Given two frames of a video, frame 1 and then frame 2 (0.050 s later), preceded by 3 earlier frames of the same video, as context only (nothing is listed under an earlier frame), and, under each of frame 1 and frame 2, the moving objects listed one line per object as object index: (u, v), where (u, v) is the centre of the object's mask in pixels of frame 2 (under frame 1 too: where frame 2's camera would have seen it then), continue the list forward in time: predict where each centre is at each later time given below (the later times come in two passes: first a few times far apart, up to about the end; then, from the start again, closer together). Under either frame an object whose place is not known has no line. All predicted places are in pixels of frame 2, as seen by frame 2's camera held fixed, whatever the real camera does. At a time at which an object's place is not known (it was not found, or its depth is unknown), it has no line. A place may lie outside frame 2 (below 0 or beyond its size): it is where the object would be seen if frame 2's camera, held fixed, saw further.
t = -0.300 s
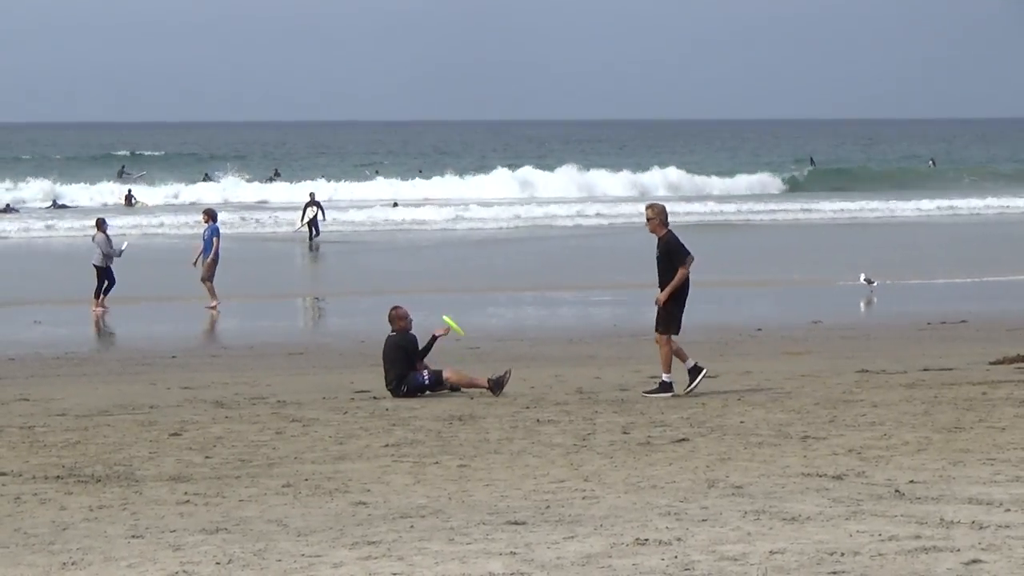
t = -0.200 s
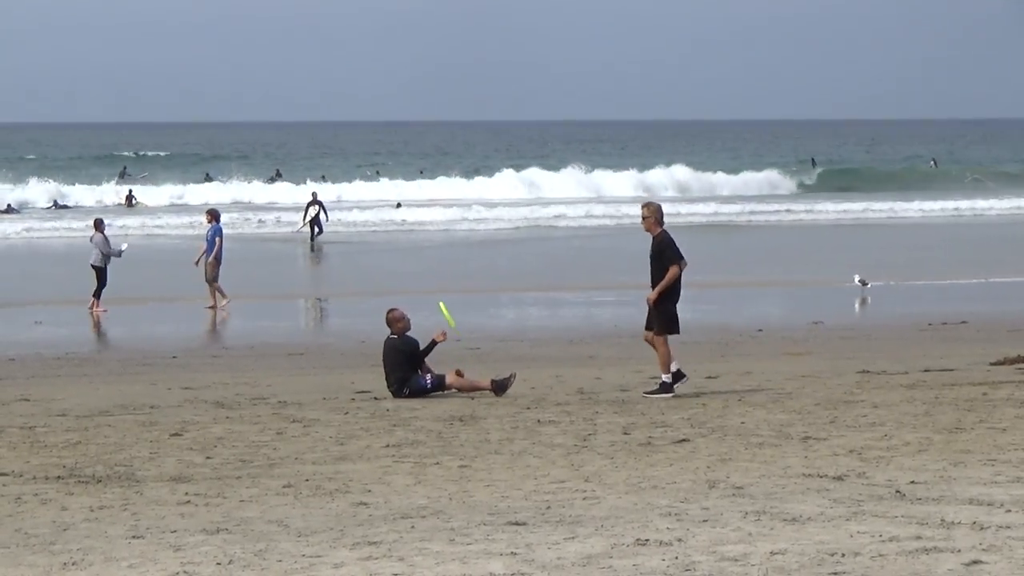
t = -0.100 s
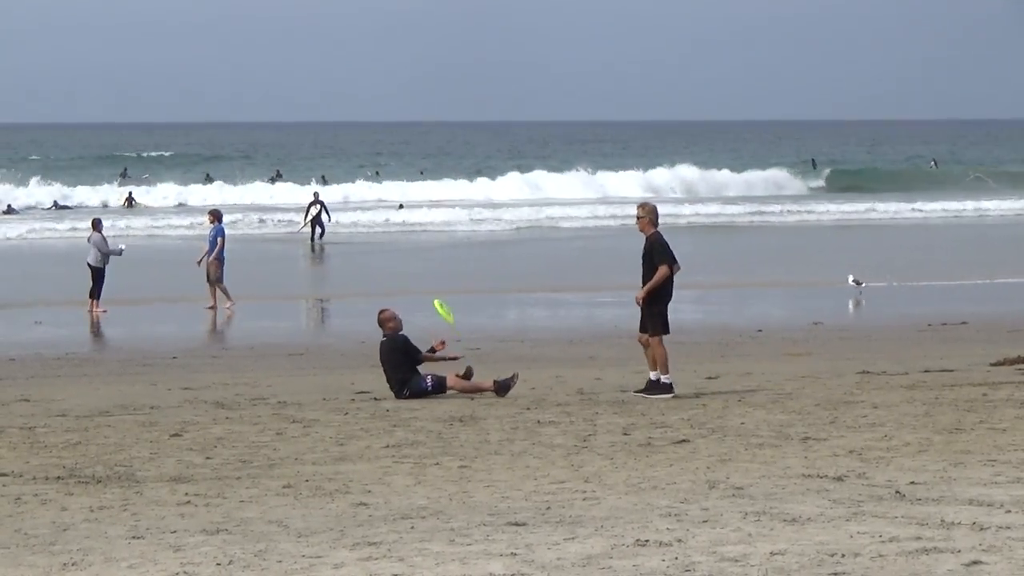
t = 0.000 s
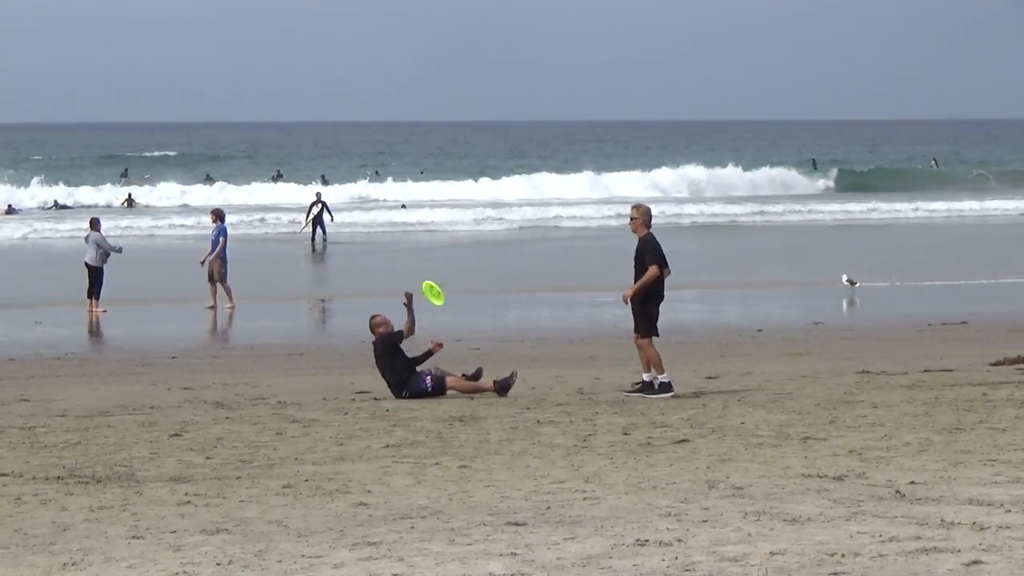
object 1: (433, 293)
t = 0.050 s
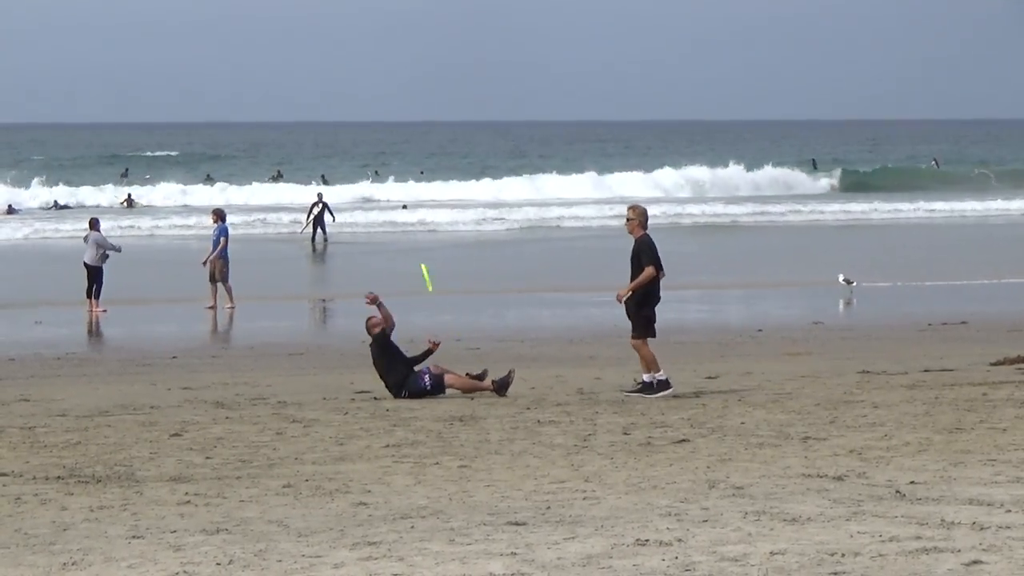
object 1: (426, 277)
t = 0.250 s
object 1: (415, 232)
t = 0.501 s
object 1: (430, 217)
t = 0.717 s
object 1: (460, 244)
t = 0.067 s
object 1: (424, 273)
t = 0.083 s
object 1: (422, 268)
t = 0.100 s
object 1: (421, 263)
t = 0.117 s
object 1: (420, 260)
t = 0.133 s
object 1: (419, 256)
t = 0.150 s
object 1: (418, 252)
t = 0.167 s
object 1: (417, 249)
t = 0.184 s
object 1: (416, 245)
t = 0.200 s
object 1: (417, 241)
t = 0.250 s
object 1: (415, 232)
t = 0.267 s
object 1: (415, 230)
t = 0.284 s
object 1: (416, 228)
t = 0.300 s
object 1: (416, 227)
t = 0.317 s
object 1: (416, 224)
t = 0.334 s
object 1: (417, 222)
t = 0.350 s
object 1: (418, 219)
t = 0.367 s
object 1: (419, 219)
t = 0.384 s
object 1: (420, 218)
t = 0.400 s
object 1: (421, 217)
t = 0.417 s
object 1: (423, 217)
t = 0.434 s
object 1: (424, 217)
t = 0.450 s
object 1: (426, 217)
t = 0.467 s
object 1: (427, 217)
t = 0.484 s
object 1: (429, 216)
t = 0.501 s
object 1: (430, 217)
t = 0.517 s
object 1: (432, 218)
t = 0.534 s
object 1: (434, 219)
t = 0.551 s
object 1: (434, 219)
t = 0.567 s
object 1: (436, 221)
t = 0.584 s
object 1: (439, 222)
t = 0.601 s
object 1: (441, 225)
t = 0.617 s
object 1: (443, 227)
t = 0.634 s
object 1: (445, 228)
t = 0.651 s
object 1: (448, 231)
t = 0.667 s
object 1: (450, 235)
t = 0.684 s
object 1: (452, 236)
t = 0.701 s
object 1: (456, 240)
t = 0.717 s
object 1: (460, 244)
